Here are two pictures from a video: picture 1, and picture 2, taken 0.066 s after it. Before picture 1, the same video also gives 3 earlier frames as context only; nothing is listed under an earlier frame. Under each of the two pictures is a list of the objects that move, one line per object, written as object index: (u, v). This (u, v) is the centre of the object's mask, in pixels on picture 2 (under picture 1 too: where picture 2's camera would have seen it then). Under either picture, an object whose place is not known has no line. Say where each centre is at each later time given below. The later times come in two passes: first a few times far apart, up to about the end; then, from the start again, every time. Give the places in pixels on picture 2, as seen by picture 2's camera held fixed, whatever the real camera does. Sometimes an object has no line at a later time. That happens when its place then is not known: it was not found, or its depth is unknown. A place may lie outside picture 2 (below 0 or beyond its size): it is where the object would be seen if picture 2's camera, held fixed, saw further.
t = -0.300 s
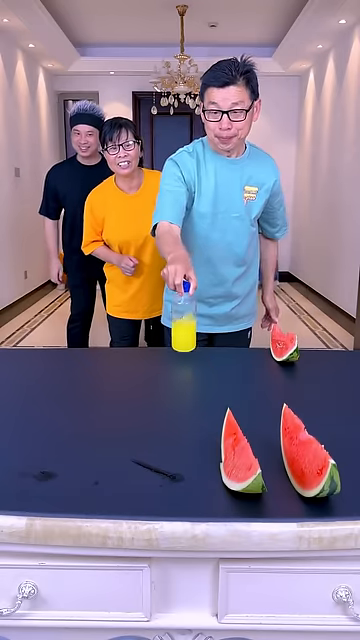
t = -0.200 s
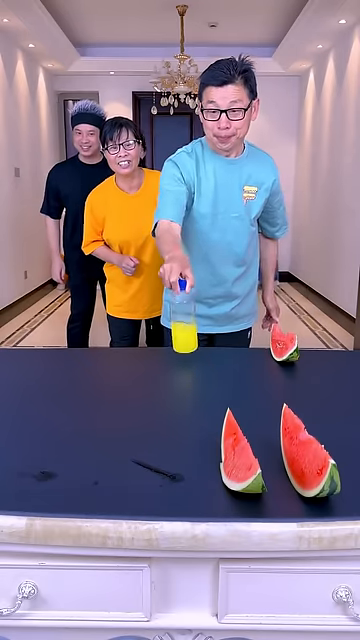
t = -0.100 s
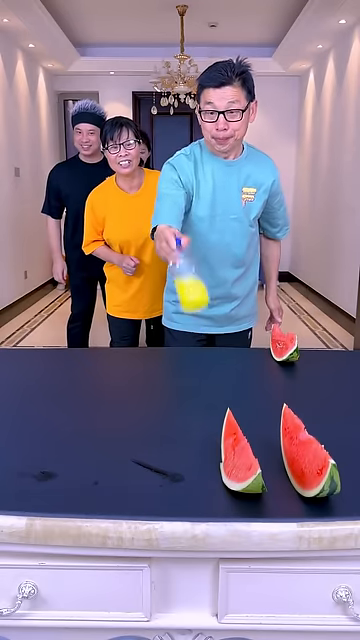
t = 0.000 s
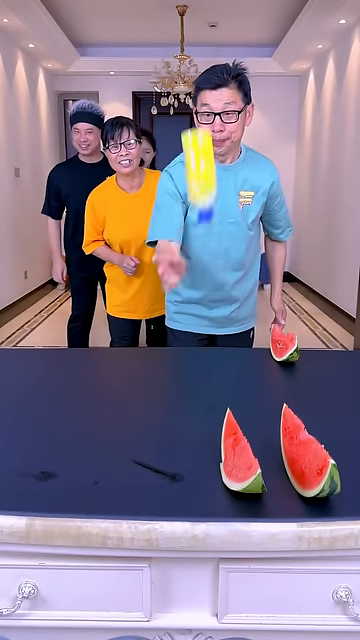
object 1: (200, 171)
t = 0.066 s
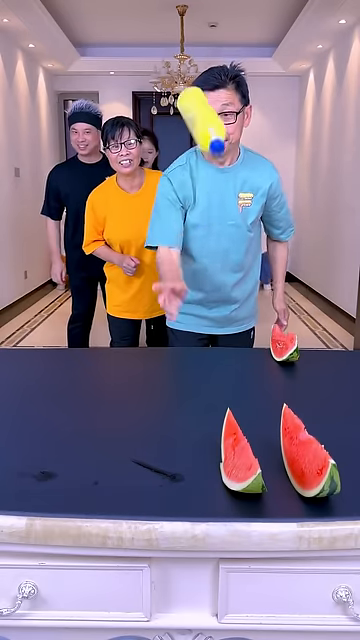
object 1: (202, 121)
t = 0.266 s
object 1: (212, 145)
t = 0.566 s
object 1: (205, 356)
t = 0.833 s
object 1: (204, 355)
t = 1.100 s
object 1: (205, 355)
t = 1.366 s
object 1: (204, 355)
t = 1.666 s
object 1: (205, 355)
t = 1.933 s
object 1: (205, 355)
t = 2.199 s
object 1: (205, 355)
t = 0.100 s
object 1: (204, 100)
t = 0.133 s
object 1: (205, 94)
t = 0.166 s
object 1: (208, 94)
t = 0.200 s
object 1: (209, 102)
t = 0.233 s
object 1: (210, 115)
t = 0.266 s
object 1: (212, 145)
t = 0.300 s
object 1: (212, 170)
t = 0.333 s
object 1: (213, 215)
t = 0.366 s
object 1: (213, 250)
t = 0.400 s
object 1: (214, 287)
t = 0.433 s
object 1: (215, 346)
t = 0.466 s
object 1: (216, 354)
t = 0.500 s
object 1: (210, 357)
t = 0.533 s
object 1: (206, 357)
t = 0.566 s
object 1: (205, 356)
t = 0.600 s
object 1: (203, 356)
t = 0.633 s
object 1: (203, 356)
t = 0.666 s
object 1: (203, 356)
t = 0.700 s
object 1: (202, 355)
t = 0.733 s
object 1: (203, 355)
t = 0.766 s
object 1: (203, 355)
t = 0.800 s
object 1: (204, 355)
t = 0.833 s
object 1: (204, 355)
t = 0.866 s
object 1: (203, 355)
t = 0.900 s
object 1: (204, 355)
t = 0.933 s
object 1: (204, 355)
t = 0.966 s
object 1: (204, 355)
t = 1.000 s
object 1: (205, 355)
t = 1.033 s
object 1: (205, 355)
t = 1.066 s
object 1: (205, 355)
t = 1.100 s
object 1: (205, 355)
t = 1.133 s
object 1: (205, 355)
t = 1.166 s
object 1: (205, 355)
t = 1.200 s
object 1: (205, 355)
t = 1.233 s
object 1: (205, 355)
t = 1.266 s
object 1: (205, 355)
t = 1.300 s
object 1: (205, 355)
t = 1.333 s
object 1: (205, 355)
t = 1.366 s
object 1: (204, 355)
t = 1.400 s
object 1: (204, 355)
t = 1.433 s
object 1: (205, 355)
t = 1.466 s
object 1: (205, 355)
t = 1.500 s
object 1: (205, 355)
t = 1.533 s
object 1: (205, 355)
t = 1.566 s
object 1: (205, 355)
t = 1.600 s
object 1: (205, 355)
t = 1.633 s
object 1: (205, 355)
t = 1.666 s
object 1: (205, 355)
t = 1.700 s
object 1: (205, 355)
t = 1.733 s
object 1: (205, 355)
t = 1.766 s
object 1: (205, 355)
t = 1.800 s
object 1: (205, 355)
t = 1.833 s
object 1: (205, 355)
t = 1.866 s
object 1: (205, 355)
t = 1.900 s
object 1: (205, 355)
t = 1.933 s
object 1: (205, 355)
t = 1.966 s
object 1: (205, 355)
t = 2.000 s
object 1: (205, 355)
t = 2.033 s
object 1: (205, 355)
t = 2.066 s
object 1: (205, 355)
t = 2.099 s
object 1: (205, 355)
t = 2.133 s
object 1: (205, 355)
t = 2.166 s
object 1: (205, 355)
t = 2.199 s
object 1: (205, 355)
